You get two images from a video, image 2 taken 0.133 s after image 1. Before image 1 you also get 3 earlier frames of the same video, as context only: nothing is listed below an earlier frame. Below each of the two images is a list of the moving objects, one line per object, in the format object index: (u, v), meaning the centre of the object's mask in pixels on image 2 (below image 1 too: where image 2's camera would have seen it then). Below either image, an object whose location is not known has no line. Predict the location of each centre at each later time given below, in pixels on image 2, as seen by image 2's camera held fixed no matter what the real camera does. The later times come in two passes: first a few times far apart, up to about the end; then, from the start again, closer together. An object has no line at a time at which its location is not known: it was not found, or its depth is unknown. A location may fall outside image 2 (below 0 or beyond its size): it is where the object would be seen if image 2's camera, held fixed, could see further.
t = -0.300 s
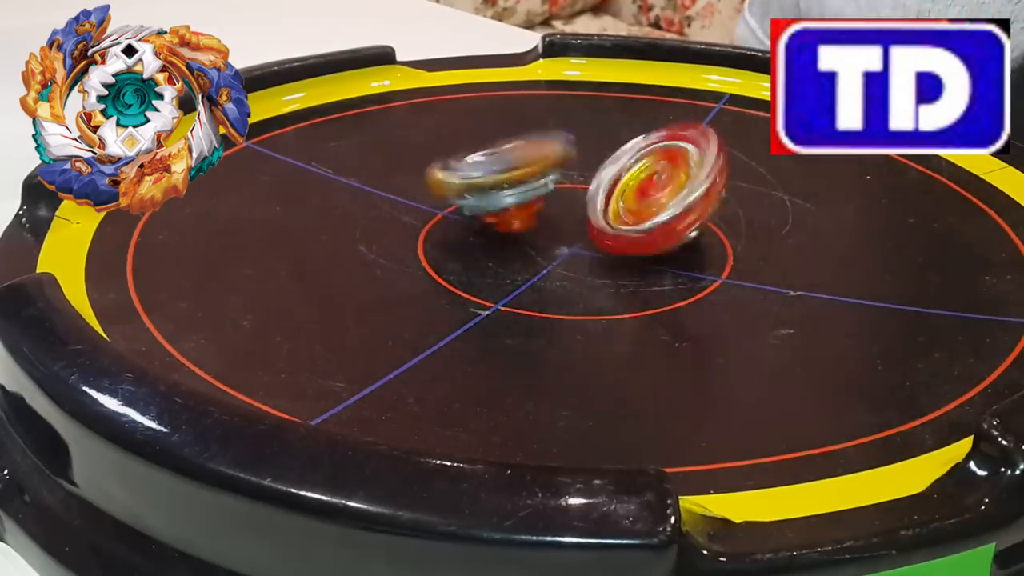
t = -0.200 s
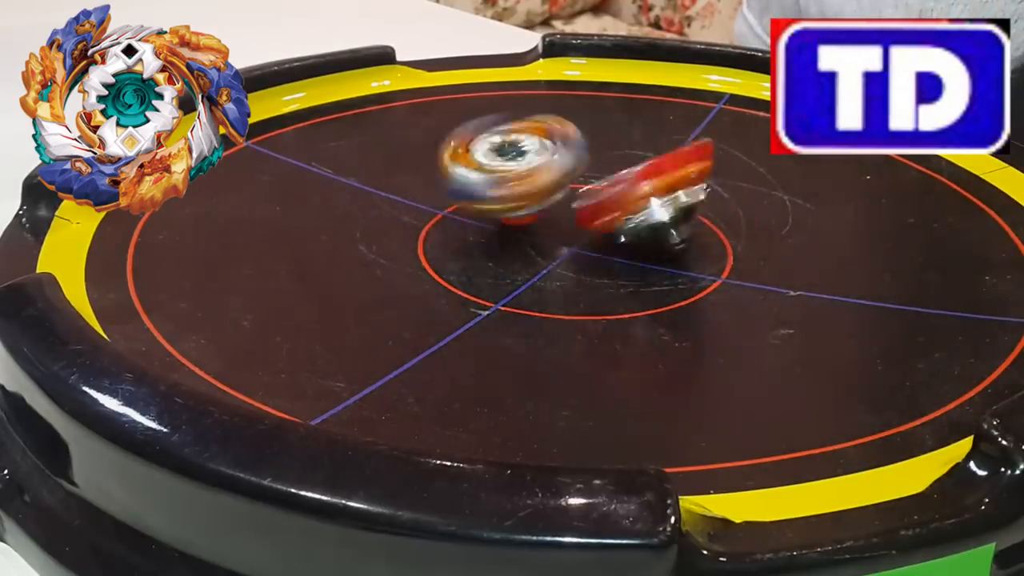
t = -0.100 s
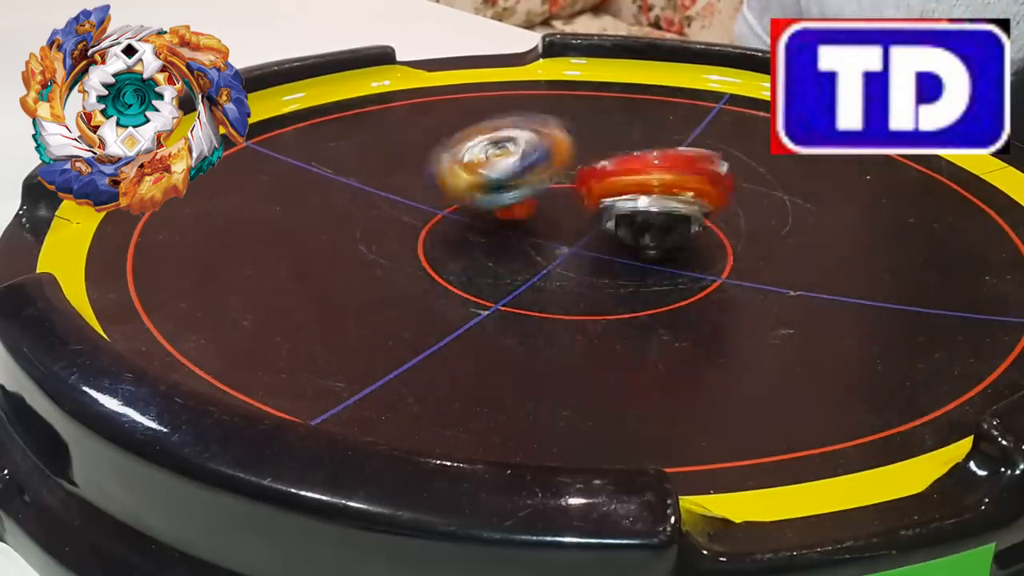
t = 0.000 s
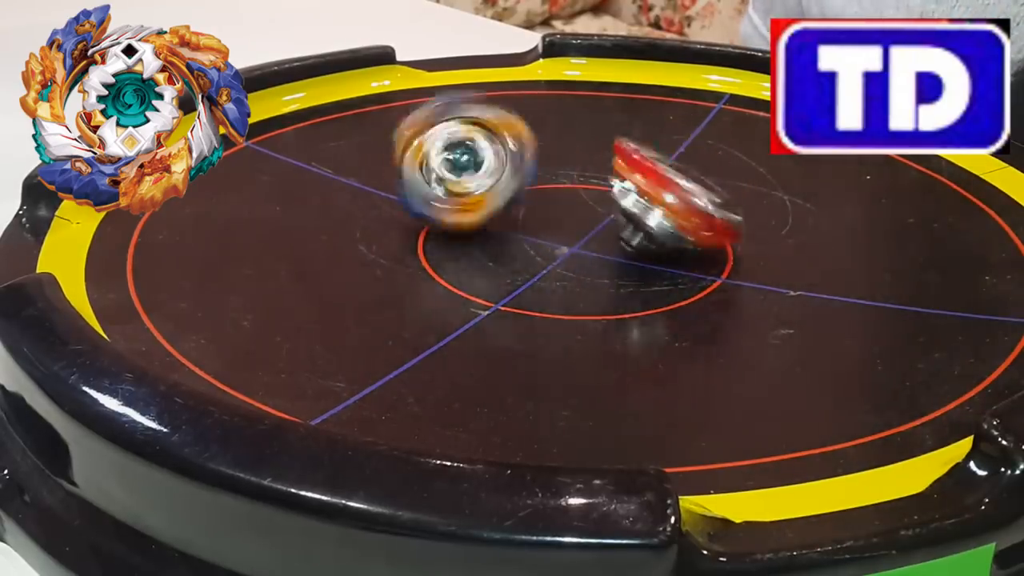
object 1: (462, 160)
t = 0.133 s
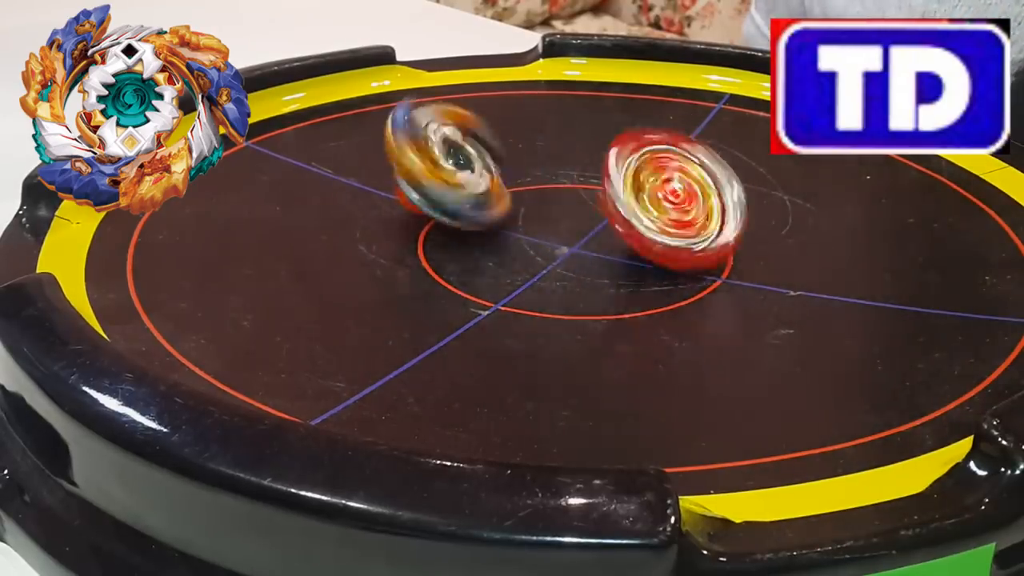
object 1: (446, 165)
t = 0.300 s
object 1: (452, 184)
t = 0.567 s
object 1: (486, 214)
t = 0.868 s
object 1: (468, 221)
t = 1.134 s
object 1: (492, 210)
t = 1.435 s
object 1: (491, 207)
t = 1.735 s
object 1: (478, 191)
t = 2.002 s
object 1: (483, 196)
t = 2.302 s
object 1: (488, 205)
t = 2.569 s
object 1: (486, 201)
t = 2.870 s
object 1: (486, 200)
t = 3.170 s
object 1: (485, 199)
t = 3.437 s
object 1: (486, 201)
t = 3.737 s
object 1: (487, 202)
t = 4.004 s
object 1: (486, 200)
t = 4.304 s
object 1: (486, 201)
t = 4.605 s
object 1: (486, 200)
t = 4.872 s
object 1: (486, 200)
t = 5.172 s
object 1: (486, 200)
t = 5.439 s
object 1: (486, 200)
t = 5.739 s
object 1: (486, 200)
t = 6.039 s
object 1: (486, 200)
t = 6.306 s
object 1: (486, 200)
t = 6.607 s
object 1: (486, 200)
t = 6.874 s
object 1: (486, 200)
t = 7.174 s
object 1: (486, 200)
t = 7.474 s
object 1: (486, 200)
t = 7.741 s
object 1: (486, 200)
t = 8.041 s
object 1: (486, 200)
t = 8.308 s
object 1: (486, 200)
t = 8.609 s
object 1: (486, 200)
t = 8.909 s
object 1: (486, 200)
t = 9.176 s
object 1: (486, 200)
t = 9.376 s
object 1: (486, 200)
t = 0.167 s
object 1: (444, 169)
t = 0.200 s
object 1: (443, 174)
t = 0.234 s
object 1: (443, 178)
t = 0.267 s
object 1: (450, 182)
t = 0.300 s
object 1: (452, 184)
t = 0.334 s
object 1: (457, 187)
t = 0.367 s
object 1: (463, 190)
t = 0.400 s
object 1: (472, 195)
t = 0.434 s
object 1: (480, 204)
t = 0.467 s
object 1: (485, 208)
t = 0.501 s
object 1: (487, 209)
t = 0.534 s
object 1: (487, 211)
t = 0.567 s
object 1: (486, 214)
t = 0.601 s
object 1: (481, 220)
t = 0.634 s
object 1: (476, 221)
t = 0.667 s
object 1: (468, 221)
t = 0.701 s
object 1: (463, 221)
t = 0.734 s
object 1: (460, 221)
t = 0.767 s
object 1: (459, 221)
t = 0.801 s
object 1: (461, 221)
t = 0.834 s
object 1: (464, 221)
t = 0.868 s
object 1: (468, 221)
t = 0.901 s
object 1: (474, 220)
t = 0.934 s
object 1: (480, 219)
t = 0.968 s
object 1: (485, 218)
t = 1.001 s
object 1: (489, 215)
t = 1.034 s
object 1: (491, 213)
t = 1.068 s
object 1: (492, 212)
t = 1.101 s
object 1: (492, 211)
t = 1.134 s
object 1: (492, 210)
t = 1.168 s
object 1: (492, 210)
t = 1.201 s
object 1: (493, 209)
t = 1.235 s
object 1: (493, 209)
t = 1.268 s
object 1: (493, 209)
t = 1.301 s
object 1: (493, 208)
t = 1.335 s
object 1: (493, 208)
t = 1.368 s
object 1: (493, 208)
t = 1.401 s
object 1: (492, 207)
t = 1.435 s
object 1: (491, 207)
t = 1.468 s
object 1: (489, 206)
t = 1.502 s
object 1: (488, 204)
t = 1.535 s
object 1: (487, 201)
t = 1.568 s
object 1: (485, 198)
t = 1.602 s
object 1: (483, 195)
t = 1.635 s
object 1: (481, 193)
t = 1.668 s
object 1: (480, 192)
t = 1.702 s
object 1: (479, 191)
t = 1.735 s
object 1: (478, 191)
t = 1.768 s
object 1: (478, 191)
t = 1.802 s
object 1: (478, 191)
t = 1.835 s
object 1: (478, 191)
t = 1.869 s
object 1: (479, 192)
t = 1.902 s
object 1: (480, 193)
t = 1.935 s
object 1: (481, 194)
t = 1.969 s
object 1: (482, 195)
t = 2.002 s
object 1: (483, 196)
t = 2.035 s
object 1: (484, 197)
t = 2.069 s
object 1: (485, 199)
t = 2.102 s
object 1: (486, 201)
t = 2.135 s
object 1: (487, 203)
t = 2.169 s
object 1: (487, 204)
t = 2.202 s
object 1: (488, 205)
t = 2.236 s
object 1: (488, 205)
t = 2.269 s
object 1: (488, 205)
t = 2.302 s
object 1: (488, 205)
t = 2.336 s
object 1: (488, 205)
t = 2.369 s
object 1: (488, 205)
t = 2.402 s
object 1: (488, 205)
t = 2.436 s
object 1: (488, 204)
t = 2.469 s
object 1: (487, 204)
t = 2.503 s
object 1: (487, 203)
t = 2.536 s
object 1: (487, 202)
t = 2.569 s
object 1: (486, 201)
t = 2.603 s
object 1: (486, 200)
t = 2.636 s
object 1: (485, 199)
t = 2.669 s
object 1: (485, 198)
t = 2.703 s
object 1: (484, 198)
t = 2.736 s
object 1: (484, 198)
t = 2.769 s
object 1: (484, 198)
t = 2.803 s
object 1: (485, 198)
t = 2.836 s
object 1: (485, 199)
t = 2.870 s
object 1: (486, 200)
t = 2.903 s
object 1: (486, 202)
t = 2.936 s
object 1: (487, 202)
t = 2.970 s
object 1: (487, 203)
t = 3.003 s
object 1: (487, 202)
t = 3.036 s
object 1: (486, 202)
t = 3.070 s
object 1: (486, 201)
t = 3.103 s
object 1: (486, 200)
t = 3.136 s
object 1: (485, 199)
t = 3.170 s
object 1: (485, 199)
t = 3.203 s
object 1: (485, 199)
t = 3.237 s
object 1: (485, 199)
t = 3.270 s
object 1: (486, 200)
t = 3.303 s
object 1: (486, 201)
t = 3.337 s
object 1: (487, 202)
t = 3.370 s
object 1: (487, 202)
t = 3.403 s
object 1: (487, 202)
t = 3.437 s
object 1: (486, 201)
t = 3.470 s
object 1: (486, 201)
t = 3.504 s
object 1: (486, 200)
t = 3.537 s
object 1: (485, 199)
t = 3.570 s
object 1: (485, 199)
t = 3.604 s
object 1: (485, 199)
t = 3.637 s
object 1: (486, 200)
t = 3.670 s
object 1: (486, 201)
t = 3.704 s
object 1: (486, 201)
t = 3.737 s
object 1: (487, 202)
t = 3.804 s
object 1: (486, 201)
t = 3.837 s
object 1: (486, 201)
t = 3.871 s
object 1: (486, 201)
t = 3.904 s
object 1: (486, 200)
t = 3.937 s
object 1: (485, 200)
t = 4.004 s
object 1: (486, 200)
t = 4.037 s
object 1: (486, 200)
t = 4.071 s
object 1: (486, 201)
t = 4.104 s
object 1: (486, 201)
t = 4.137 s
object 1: (486, 201)
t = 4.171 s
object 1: (486, 201)
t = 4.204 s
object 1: (487, 201)
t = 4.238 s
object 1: (486, 201)
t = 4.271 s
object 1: (486, 201)
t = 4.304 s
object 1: (486, 201)
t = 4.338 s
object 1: (486, 201)
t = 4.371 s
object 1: (486, 201)
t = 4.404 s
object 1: (486, 201)
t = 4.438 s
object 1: (486, 201)
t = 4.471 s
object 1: (486, 200)
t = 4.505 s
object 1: (486, 200)
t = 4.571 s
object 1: (486, 200)
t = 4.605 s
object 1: (486, 200)
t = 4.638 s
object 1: (486, 201)
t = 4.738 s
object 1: (486, 200)
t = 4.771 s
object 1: (486, 200)
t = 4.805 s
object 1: (486, 200)
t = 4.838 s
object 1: (486, 200)
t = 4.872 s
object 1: (486, 200)
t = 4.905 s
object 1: (486, 200)
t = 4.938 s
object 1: (486, 200)
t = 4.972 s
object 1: (486, 200)
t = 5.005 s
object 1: (486, 200)
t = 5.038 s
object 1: (486, 200)
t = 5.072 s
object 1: (486, 200)
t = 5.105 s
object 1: (486, 200)
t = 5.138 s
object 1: (486, 200)
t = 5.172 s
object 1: (486, 200)
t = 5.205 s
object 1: (486, 200)
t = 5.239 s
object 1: (486, 200)
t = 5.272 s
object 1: (486, 200)
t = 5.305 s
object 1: (486, 200)
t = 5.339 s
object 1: (486, 200)
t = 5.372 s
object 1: (486, 200)
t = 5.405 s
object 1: (486, 200)
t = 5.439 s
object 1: (486, 200)
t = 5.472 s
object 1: (486, 200)
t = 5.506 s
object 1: (486, 200)
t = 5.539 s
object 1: (486, 200)
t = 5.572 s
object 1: (486, 200)
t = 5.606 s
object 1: (486, 200)
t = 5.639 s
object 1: (486, 200)
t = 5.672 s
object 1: (486, 200)
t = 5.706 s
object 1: (486, 200)
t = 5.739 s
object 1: (486, 200)
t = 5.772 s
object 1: (486, 200)
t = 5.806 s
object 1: (486, 200)
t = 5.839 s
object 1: (486, 200)
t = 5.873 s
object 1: (486, 200)
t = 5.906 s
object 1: (486, 200)
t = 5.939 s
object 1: (486, 200)
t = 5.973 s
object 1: (486, 200)
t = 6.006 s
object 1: (486, 200)
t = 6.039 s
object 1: (486, 200)
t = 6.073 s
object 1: (486, 200)
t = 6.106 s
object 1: (486, 200)
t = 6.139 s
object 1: (486, 200)
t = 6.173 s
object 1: (486, 200)
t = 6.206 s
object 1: (486, 200)
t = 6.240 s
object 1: (486, 200)
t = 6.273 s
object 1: (486, 200)
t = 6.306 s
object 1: (486, 200)
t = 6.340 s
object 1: (486, 200)
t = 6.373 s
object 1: (486, 200)
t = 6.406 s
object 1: (486, 200)
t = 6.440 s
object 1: (486, 200)
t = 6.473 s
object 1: (486, 200)
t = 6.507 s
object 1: (486, 200)
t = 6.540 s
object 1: (486, 200)
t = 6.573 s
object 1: (486, 200)
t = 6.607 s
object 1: (486, 200)
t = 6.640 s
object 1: (486, 200)
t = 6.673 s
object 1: (486, 200)
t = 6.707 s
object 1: (486, 200)
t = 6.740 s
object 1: (486, 200)
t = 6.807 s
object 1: (486, 200)
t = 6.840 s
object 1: (486, 200)
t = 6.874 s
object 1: (486, 200)
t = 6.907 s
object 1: (486, 200)
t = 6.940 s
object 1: (486, 200)
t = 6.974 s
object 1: (486, 200)
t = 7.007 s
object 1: (486, 200)
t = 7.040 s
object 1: (486, 200)
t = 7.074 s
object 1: (486, 200)
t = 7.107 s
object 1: (486, 200)
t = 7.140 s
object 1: (486, 200)
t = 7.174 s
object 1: (486, 200)
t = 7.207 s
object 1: (486, 200)
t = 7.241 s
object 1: (486, 200)
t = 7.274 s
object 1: (486, 200)
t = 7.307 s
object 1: (486, 200)
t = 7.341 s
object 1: (486, 200)
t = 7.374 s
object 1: (486, 200)
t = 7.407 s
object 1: (486, 200)
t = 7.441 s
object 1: (486, 200)
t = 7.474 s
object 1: (486, 200)
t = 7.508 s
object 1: (486, 200)
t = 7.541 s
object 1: (486, 200)
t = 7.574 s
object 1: (486, 200)
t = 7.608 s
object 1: (486, 200)
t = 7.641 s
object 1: (486, 200)
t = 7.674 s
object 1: (486, 200)
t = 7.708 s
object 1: (486, 200)
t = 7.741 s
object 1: (486, 200)
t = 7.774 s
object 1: (486, 200)
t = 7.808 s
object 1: (486, 200)
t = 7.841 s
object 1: (486, 200)
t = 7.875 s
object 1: (486, 200)
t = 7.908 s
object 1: (486, 200)
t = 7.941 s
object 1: (486, 200)
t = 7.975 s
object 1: (486, 200)
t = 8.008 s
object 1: (486, 200)
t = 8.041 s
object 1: (486, 200)
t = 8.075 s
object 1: (486, 200)
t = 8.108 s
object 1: (486, 200)
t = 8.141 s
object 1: (486, 200)
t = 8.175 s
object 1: (486, 200)
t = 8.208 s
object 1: (486, 200)
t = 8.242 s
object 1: (486, 200)
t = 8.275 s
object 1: (486, 200)
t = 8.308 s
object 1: (486, 200)
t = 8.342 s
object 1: (486, 200)
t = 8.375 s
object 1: (486, 200)
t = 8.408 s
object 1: (486, 200)
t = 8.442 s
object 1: (486, 200)
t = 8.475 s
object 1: (486, 200)
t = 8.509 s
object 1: (486, 200)
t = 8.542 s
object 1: (486, 200)
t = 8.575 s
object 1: (486, 200)
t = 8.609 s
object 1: (486, 200)
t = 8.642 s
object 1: (486, 200)
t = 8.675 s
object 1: (486, 200)
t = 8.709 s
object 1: (486, 200)
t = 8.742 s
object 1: (486, 200)
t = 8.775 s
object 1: (486, 200)
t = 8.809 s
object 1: (486, 200)
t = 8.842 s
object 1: (486, 200)
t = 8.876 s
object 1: (486, 200)
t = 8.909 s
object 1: (486, 200)
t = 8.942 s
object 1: (486, 200)
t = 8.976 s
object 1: (486, 200)
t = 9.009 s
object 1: (486, 200)
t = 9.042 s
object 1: (486, 200)
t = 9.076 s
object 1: (486, 200)
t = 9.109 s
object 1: (486, 200)
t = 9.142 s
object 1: (486, 200)
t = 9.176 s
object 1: (486, 200)
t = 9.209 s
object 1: (486, 200)
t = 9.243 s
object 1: (486, 200)
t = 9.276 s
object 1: (486, 200)
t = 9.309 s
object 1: (486, 200)
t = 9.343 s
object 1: (486, 200)
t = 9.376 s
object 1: (486, 200)
